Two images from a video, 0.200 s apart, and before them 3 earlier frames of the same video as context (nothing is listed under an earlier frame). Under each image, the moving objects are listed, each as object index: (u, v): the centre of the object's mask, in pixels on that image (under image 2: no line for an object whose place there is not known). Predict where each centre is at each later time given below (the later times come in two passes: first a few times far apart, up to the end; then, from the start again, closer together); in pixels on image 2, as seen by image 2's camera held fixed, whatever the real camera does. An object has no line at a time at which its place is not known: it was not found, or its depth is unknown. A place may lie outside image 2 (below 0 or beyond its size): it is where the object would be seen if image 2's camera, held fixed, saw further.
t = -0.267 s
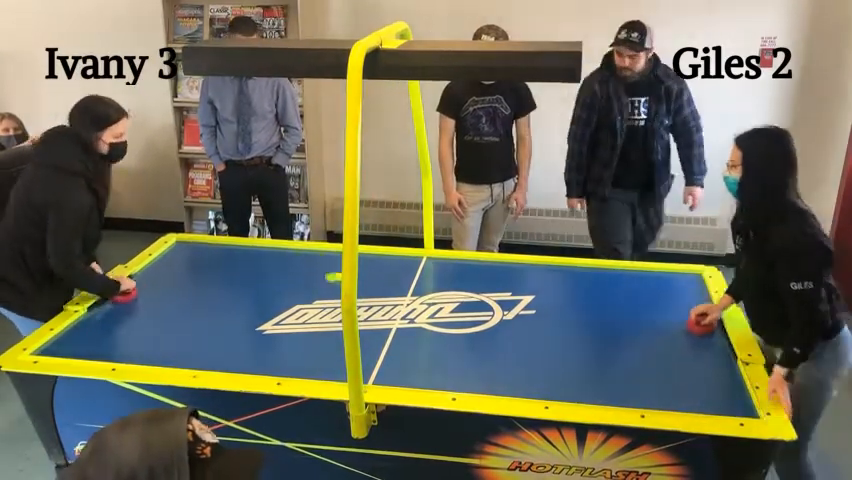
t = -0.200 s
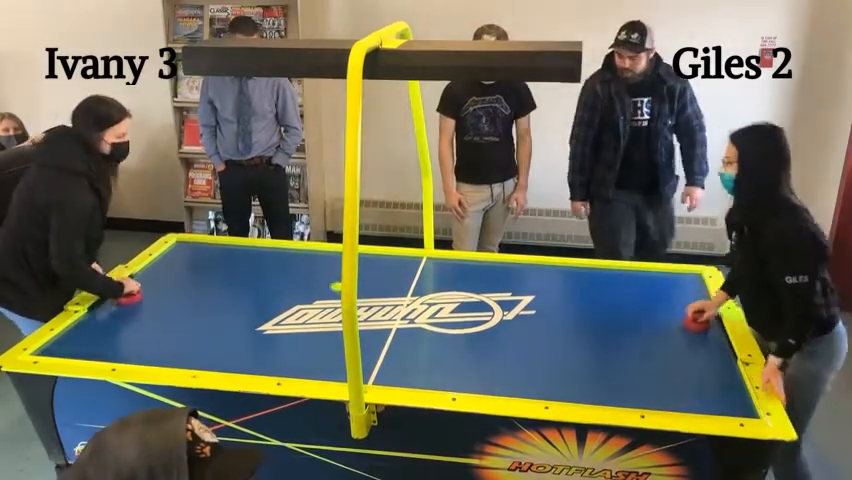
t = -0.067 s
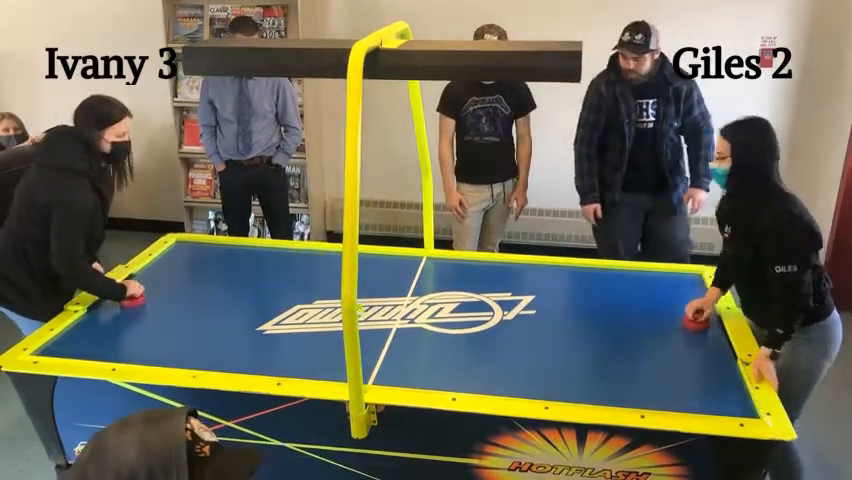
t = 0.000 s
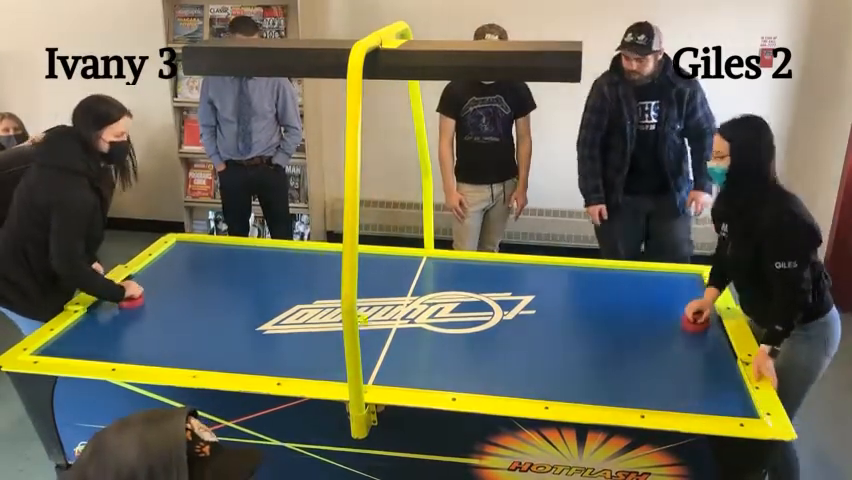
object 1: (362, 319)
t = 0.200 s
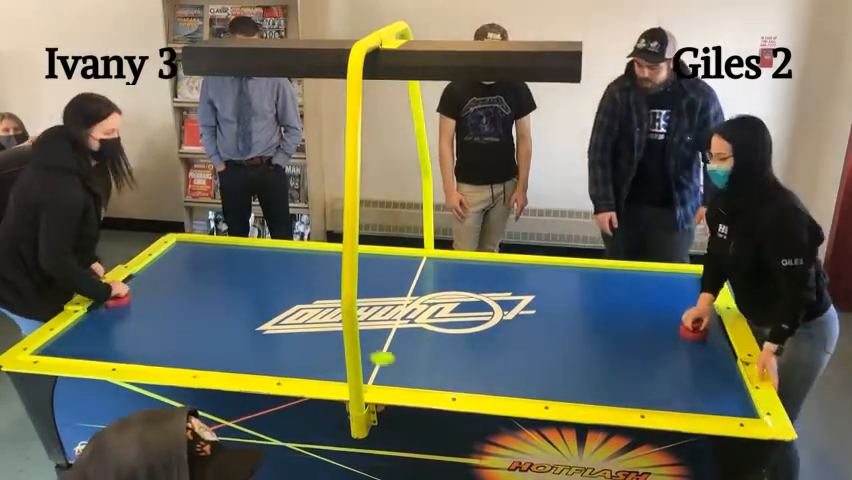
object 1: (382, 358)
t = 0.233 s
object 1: (387, 365)
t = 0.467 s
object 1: (429, 361)
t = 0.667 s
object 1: (465, 333)
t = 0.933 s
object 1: (506, 300)
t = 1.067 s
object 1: (524, 286)
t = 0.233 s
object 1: (387, 365)
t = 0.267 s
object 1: (391, 372)
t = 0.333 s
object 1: (402, 381)
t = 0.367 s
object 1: (408, 377)
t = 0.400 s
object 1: (415, 371)
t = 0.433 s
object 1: (422, 367)
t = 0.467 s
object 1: (429, 361)
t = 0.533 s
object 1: (442, 351)
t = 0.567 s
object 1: (448, 347)
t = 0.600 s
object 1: (454, 342)
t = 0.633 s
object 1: (459, 338)
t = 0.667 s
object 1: (465, 333)
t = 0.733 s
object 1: (476, 325)
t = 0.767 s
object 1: (481, 320)
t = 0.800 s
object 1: (486, 316)
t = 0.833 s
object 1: (491, 312)
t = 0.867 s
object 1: (498, 308)
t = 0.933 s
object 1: (506, 300)
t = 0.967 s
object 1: (511, 296)
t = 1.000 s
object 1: (515, 292)
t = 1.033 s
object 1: (519, 289)
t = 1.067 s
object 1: (524, 286)
